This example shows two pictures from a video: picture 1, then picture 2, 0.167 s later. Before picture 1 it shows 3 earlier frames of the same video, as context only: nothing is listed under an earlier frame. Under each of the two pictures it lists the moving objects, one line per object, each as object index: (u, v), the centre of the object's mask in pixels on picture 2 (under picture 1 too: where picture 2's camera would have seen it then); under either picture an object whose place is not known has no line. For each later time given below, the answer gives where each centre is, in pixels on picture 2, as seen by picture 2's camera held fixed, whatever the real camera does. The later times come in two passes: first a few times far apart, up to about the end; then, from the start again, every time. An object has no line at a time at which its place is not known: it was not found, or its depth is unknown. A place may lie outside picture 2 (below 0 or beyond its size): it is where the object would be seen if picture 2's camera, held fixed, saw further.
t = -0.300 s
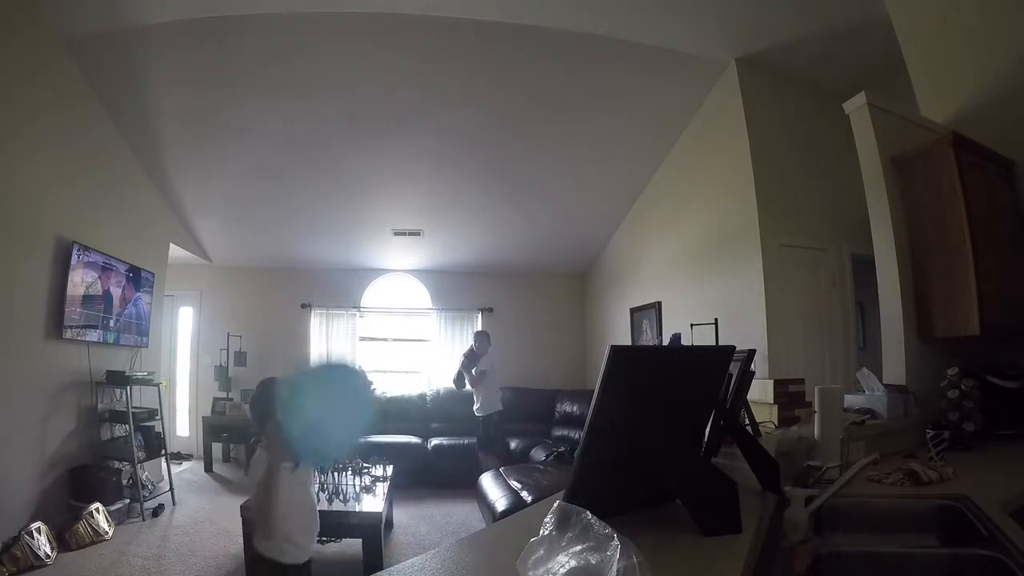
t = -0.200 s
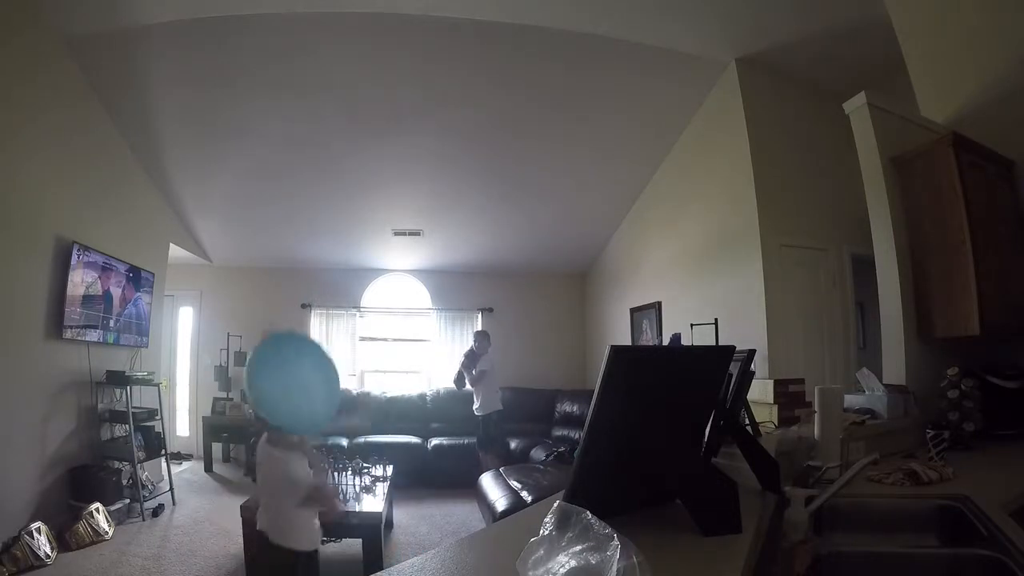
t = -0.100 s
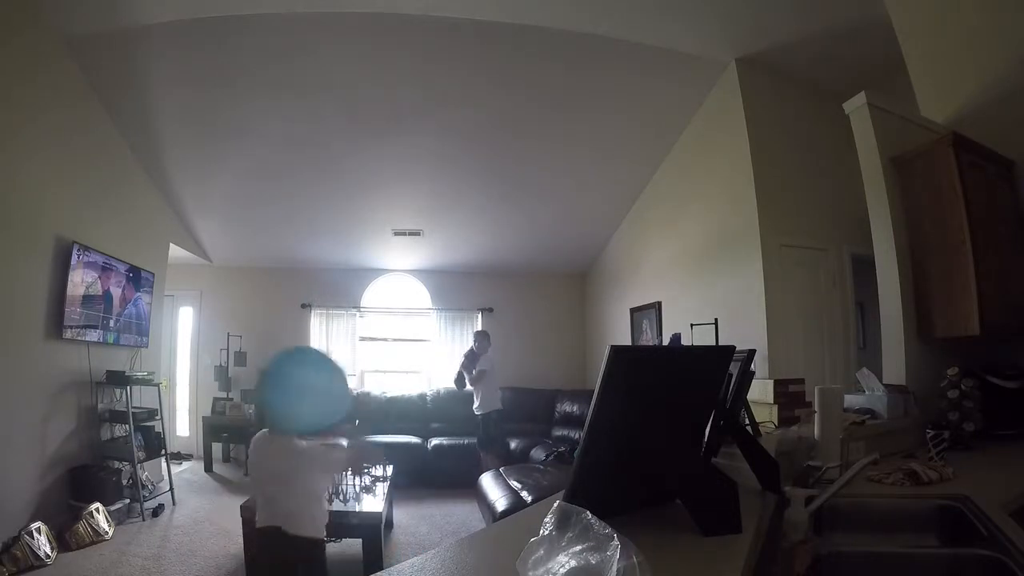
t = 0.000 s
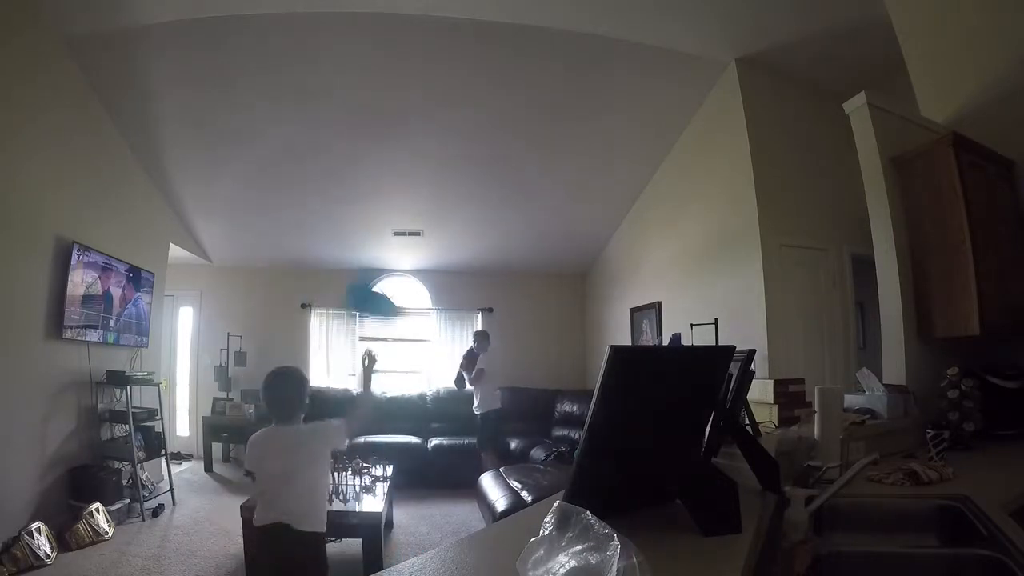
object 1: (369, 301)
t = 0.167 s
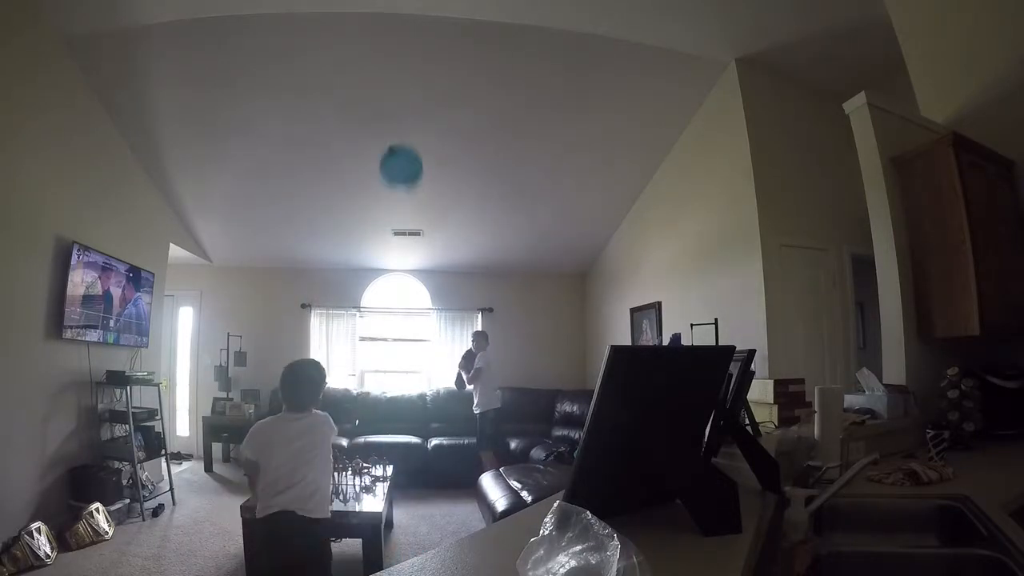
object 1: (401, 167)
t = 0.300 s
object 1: (392, 133)
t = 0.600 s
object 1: (367, 161)
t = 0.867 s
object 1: (345, 249)
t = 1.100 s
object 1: (320, 319)
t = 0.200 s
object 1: (400, 156)
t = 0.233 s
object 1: (398, 147)
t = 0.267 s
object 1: (395, 139)
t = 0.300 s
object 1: (392, 133)
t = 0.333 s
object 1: (388, 127)
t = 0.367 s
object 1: (385, 123)
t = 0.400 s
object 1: (382, 119)
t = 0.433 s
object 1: (379, 119)
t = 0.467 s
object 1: (374, 128)
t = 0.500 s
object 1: (372, 137)
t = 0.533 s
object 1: (370, 145)
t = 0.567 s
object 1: (368, 154)
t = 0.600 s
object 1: (367, 161)
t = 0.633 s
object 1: (364, 172)
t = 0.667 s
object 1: (362, 182)
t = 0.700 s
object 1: (360, 193)
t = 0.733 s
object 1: (357, 204)
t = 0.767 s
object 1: (355, 214)
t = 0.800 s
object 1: (352, 225)
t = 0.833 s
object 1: (349, 236)
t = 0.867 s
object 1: (345, 249)
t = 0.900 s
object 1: (342, 260)
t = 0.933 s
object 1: (339, 270)
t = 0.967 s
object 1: (337, 279)
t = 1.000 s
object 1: (332, 289)
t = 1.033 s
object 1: (327, 299)
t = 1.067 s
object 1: (323, 308)
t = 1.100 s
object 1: (320, 319)
